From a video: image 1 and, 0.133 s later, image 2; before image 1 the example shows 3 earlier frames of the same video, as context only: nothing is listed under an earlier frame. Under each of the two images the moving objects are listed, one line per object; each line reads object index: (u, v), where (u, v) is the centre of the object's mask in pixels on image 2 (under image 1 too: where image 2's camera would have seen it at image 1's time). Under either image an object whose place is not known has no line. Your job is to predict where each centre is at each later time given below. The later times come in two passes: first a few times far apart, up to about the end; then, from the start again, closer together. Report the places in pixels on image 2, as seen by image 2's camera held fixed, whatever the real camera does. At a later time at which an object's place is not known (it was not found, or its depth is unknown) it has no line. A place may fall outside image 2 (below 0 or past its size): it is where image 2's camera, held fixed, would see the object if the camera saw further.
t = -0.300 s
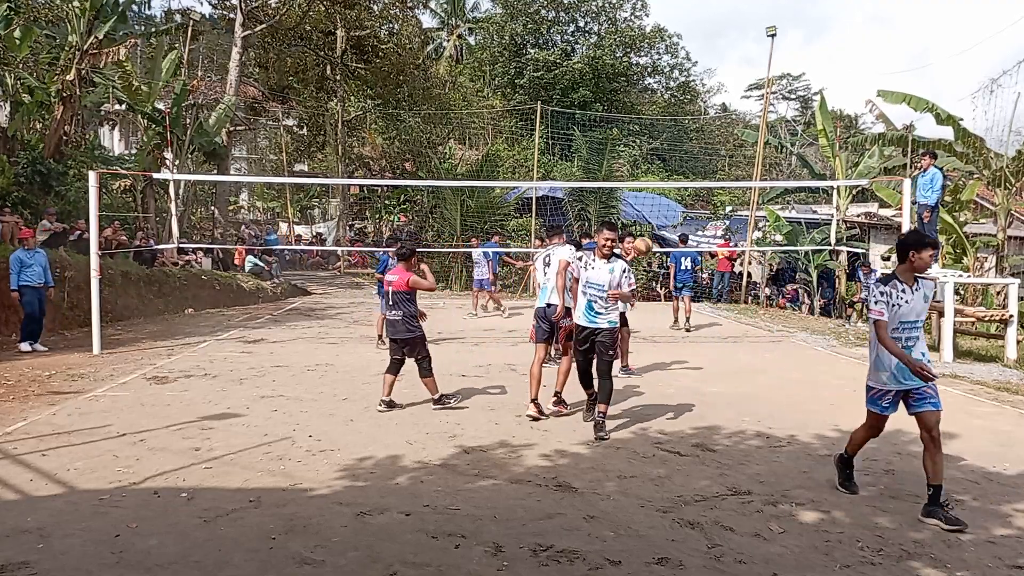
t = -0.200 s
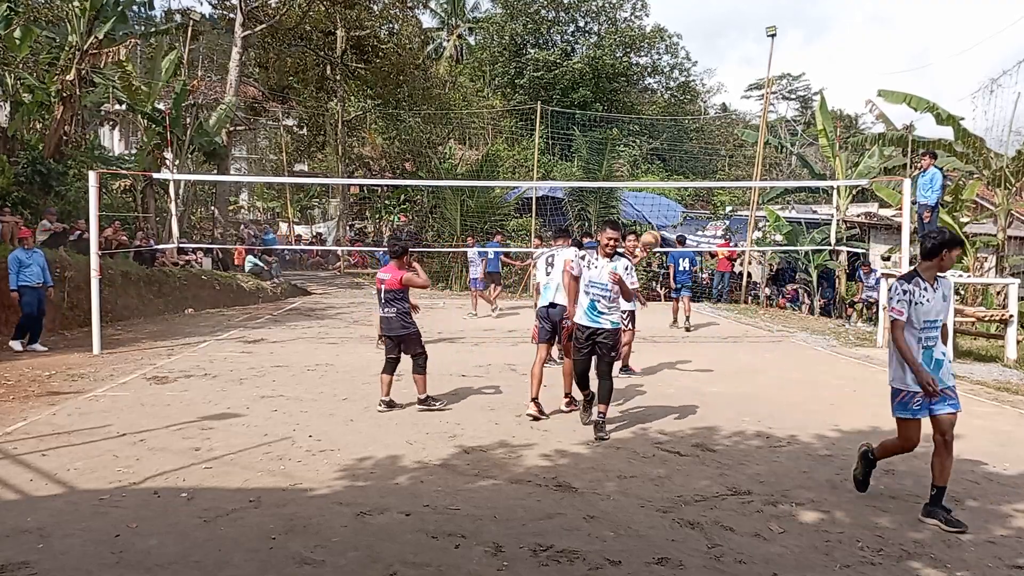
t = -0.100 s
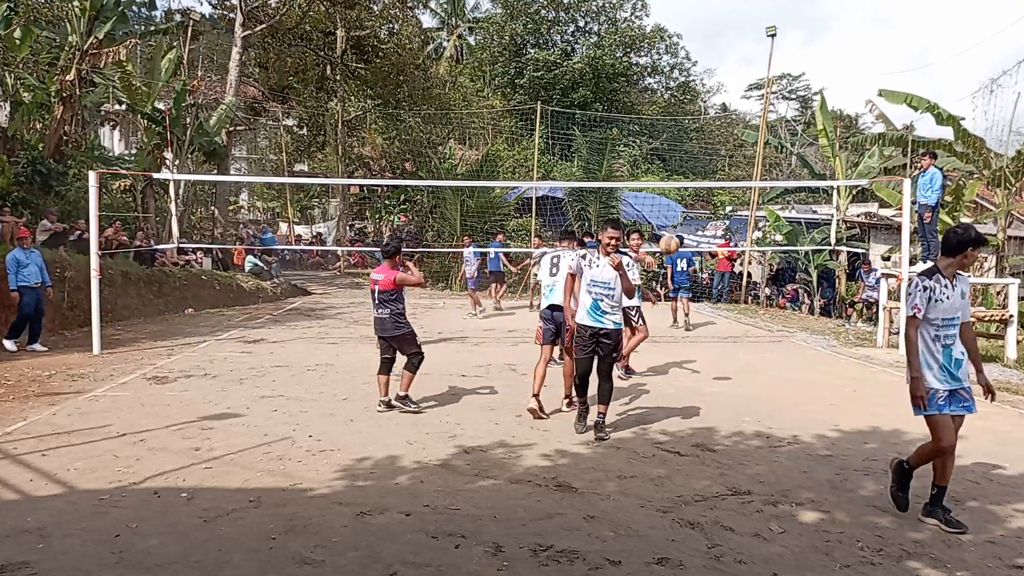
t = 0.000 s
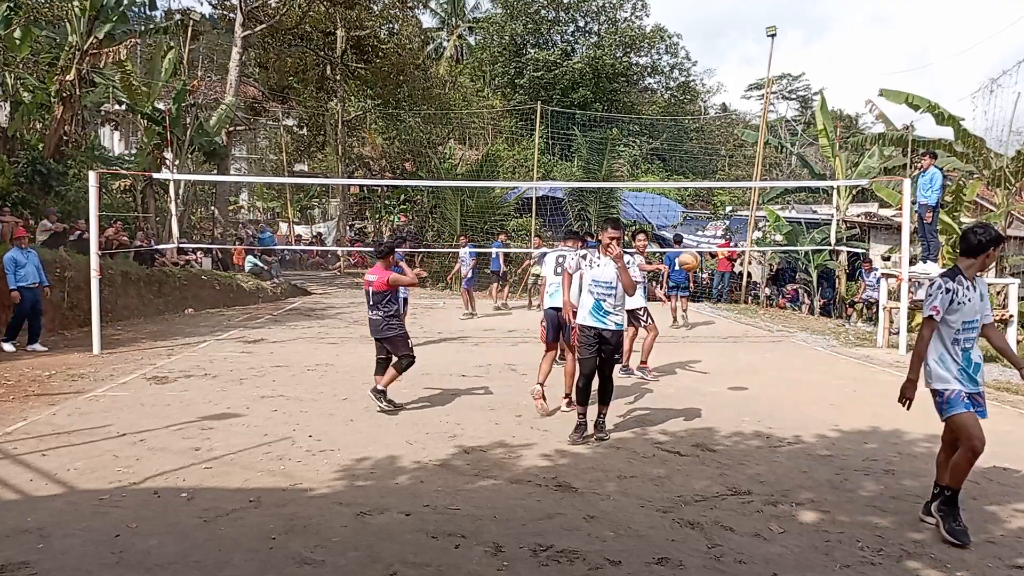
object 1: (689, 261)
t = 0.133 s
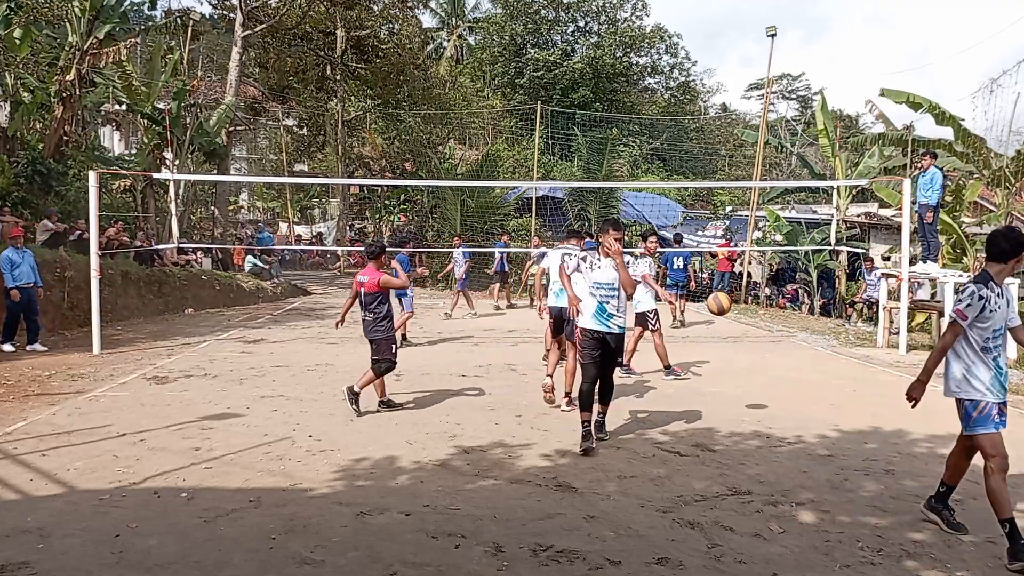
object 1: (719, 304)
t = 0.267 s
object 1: (754, 378)
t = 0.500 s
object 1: (799, 385)
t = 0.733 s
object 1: (832, 331)
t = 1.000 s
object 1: (874, 365)
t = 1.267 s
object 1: (922, 523)
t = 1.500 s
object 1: (986, 457)
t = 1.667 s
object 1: (1019, 469)
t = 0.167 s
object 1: (727, 319)
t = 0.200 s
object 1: (735, 337)
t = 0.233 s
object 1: (744, 356)
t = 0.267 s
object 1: (754, 378)
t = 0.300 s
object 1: (764, 402)
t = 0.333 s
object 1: (774, 429)
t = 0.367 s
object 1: (781, 443)
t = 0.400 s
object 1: (786, 427)
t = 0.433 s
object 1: (790, 412)
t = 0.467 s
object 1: (794, 398)
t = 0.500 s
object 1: (799, 385)
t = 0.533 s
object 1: (803, 373)
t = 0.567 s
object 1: (808, 362)
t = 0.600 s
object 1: (812, 353)
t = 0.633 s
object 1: (817, 346)
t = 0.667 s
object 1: (822, 340)
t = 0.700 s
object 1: (827, 335)
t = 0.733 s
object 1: (832, 331)
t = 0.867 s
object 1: (852, 334)
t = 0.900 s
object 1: (857, 339)
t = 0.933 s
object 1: (863, 346)
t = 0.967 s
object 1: (868, 355)
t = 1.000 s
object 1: (874, 365)
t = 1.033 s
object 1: (880, 378)
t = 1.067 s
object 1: (885, 393)
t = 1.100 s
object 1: (891, 411)
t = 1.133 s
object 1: (897, 431)
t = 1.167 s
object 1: (903, 453)
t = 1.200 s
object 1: (909, 478)
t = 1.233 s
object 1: (915, 506)
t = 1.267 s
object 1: (922, 523)
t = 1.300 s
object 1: (930, 508)
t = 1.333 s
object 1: (939, 495)
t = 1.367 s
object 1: (948, 484)
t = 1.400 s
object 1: (957, 475)
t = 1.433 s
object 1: (966, 468)
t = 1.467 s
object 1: (976, 461)
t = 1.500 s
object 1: (986, 457)
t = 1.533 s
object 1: (996, 455)
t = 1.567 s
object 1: (1004, 455)
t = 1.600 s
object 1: (1010, 457)
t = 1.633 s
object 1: (1015, 461)
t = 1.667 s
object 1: (1019, 469)
